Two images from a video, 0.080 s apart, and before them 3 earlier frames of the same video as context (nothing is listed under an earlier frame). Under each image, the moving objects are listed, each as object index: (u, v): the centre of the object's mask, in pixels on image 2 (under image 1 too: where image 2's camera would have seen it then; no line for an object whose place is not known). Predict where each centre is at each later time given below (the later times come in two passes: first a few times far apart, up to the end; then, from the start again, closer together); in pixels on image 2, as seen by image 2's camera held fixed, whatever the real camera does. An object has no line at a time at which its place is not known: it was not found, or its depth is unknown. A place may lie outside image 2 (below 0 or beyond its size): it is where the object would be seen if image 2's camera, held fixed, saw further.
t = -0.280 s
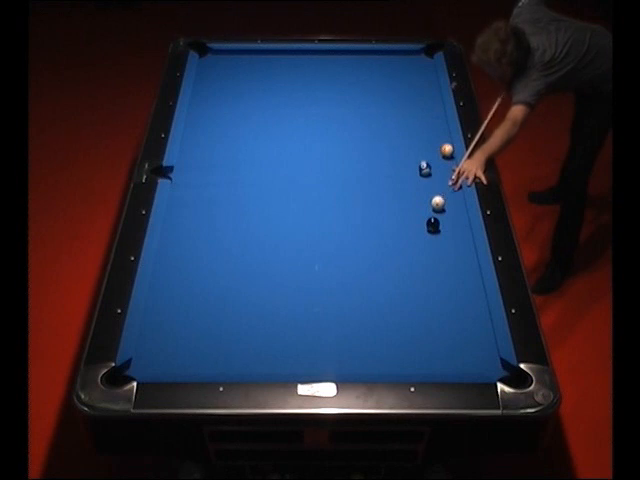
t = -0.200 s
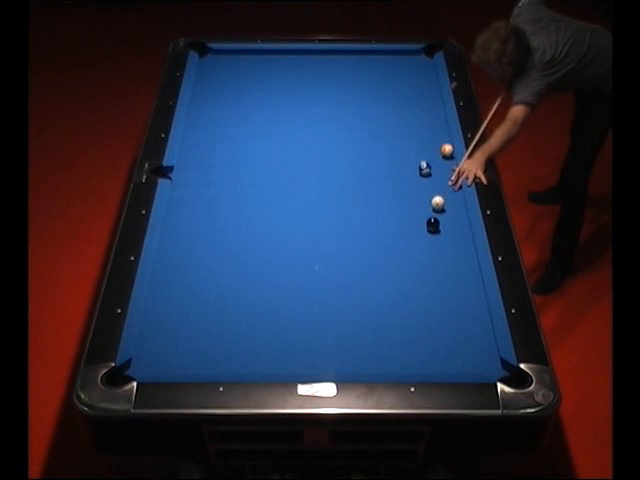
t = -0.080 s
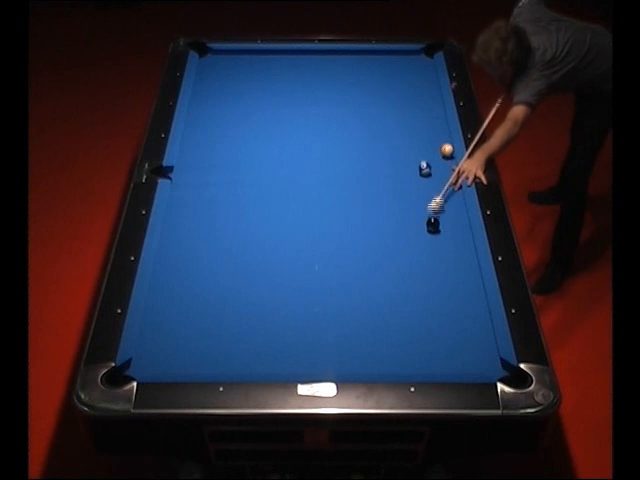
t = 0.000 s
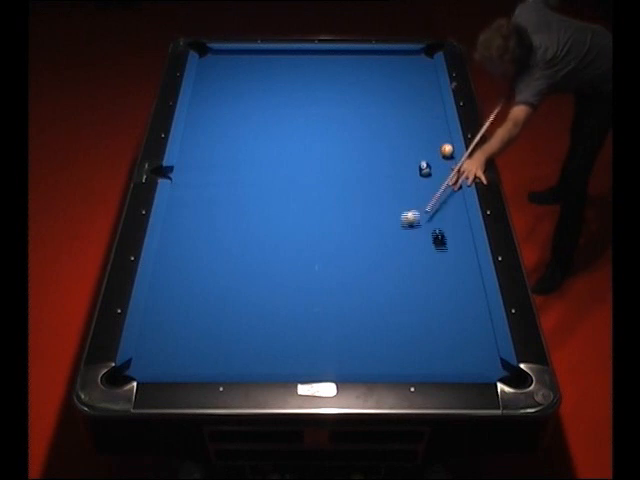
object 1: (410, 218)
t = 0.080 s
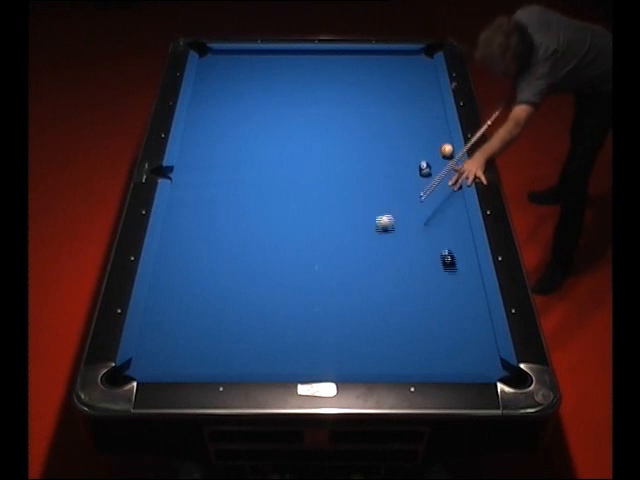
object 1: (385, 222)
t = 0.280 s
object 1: (327, 232)
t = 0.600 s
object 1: (235, 248)
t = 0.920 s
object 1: (172, 261)
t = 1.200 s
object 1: (215, 262)
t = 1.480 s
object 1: (252, 264)
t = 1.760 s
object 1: (288, 265)
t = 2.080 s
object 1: (326, 266)
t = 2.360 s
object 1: (358, 268)
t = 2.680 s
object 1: (393, 270)
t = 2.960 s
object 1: (421, 271)
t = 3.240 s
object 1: (448, 273)
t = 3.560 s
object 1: (472, 274)
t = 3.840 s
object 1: (459, 275)
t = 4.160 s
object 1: (447, 276)
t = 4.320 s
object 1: (442, 276)
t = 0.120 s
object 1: (372, 225)
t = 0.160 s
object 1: (361, 227)
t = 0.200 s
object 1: (349, 228)
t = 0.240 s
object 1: (338, 230)
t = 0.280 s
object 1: (327, 232)
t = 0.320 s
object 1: (315, 234)
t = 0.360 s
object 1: (304, 236)
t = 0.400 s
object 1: (292, 238)
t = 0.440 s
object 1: (281, 240)
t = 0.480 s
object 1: (269, 242)
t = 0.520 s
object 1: (258, 244)
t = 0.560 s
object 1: (246, 246)
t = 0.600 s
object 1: (235, 248)
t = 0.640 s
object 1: (223, 249)
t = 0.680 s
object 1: (211, 252)
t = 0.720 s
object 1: (200, 253)
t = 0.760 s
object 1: (189, 255)
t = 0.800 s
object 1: (177, 258)
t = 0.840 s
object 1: (164, 260)
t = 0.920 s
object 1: (172, 261)
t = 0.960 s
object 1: (180, 261)
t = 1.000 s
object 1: (187, 261)
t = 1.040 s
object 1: (193, 261)
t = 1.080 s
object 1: (199, 262)
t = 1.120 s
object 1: (204, 262)
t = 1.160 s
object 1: (210, 262)
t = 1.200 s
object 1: (215, 262)
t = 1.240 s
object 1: (220, 263)
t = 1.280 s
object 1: (226, 262)
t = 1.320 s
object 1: (231, 263)
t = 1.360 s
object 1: (236, 263)
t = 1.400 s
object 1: (242, 263)
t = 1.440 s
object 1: (247, 263)
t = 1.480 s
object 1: (252, 264)
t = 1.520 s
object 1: (257, 264)
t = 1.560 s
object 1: (262, 264)
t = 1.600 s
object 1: (267, 264)
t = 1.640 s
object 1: (273, 264)
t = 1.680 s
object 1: (278, 265)
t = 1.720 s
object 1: (283, 265)
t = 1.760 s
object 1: (288, 265)
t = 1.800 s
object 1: (293, 265)
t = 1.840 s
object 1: (298, 265)
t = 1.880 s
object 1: (303, 265)
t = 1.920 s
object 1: (307, 266)
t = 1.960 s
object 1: (312, 266)
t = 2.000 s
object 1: (317, 266)
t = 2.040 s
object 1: (321, 266)
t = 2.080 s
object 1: (326, 266)
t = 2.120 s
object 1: (331, 267)
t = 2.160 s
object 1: (335, 267)
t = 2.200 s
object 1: (340, 267)
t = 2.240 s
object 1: (344, 267)
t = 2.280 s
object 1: (349, 267)
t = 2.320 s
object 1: (353, 268)
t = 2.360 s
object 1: (358, 268)
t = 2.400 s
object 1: (363, 268)
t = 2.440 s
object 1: (367, 268)
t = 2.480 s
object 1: (371, 269)
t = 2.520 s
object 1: (376, 269)
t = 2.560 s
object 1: (380, 269)
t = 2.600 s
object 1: (384, 269)
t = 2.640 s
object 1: (388, 269)
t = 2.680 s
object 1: (393, 270)
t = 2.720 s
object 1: (397, 270)
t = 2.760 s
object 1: (401, 270)
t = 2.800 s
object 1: (405, 270)
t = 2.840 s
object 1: (409, 270)
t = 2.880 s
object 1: (413, 270)
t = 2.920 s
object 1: (417, 271)
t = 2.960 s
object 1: (421, 271)
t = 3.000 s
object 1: (425, 271)
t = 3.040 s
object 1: (429, 271)
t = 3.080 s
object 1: (433, 271)
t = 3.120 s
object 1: (437, 272)
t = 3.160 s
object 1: (440, 272)
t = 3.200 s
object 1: (445, 272)
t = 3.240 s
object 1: (448, 273)
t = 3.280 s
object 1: (452, 273)
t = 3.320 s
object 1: (456, 273)
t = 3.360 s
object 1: (459, 273)
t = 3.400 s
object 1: (463, 274)
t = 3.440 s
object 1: (467, 273)
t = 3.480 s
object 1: (471, 274)
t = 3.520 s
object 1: (473, 274)
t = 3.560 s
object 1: (472, 274)
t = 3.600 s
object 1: (470, 274)
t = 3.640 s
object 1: (468, 274)
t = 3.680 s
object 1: (466, 274)
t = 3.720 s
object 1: (465, 275)
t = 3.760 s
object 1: (463, 275)
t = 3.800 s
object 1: (461, 275)
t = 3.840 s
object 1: (459, 275)
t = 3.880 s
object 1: (458, 275)
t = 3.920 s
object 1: (456, 275)
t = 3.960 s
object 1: (455, 275)
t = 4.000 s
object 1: (453, 275)
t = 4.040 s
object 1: (451, 275)
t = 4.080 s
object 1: (450, 275)
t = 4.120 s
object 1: (448, 275)
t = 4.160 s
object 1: (447, 276)
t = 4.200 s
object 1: (446, 276)
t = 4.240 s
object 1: (444, 276)
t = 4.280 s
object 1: (443, 276)
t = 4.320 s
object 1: (442, 276)
